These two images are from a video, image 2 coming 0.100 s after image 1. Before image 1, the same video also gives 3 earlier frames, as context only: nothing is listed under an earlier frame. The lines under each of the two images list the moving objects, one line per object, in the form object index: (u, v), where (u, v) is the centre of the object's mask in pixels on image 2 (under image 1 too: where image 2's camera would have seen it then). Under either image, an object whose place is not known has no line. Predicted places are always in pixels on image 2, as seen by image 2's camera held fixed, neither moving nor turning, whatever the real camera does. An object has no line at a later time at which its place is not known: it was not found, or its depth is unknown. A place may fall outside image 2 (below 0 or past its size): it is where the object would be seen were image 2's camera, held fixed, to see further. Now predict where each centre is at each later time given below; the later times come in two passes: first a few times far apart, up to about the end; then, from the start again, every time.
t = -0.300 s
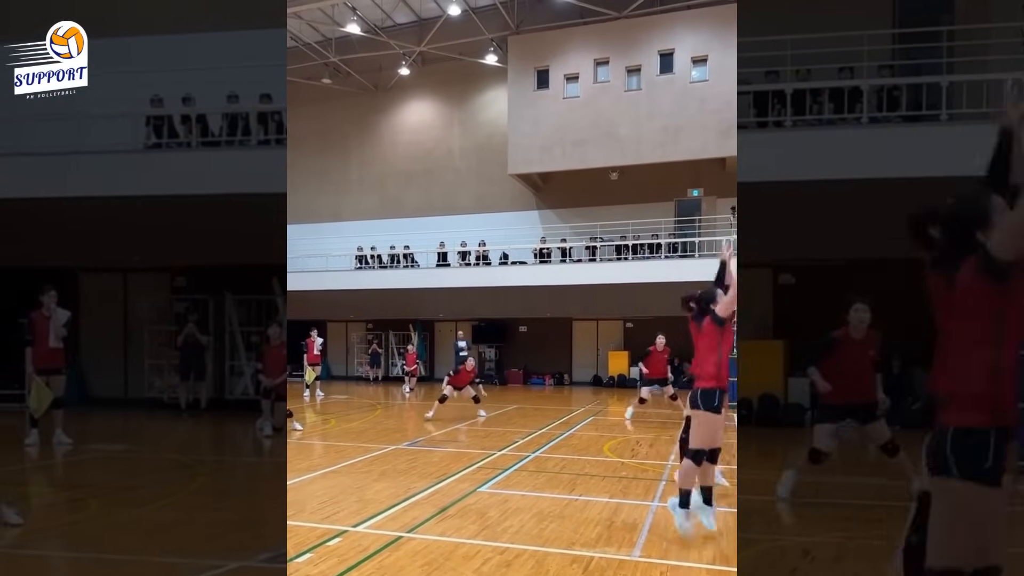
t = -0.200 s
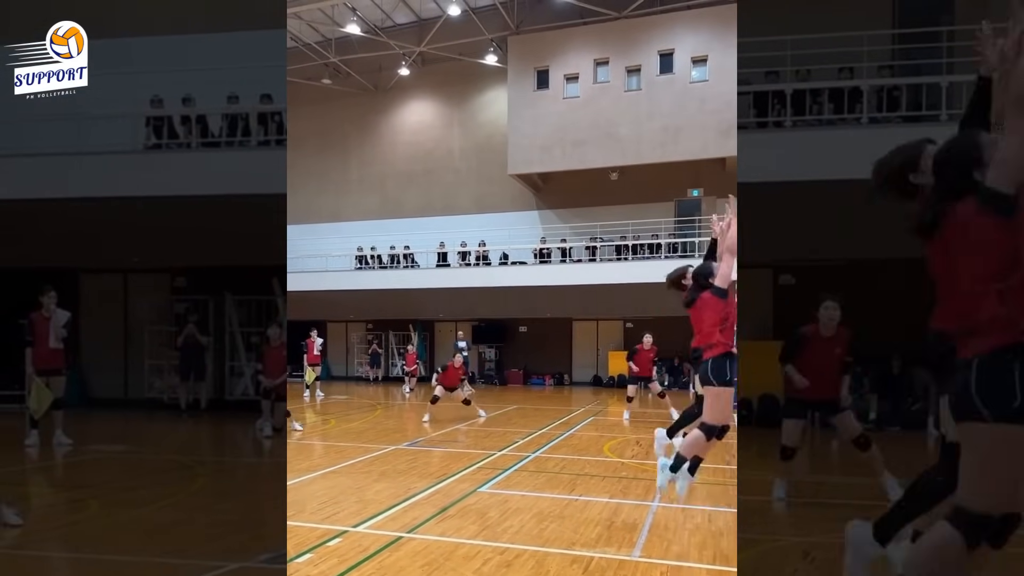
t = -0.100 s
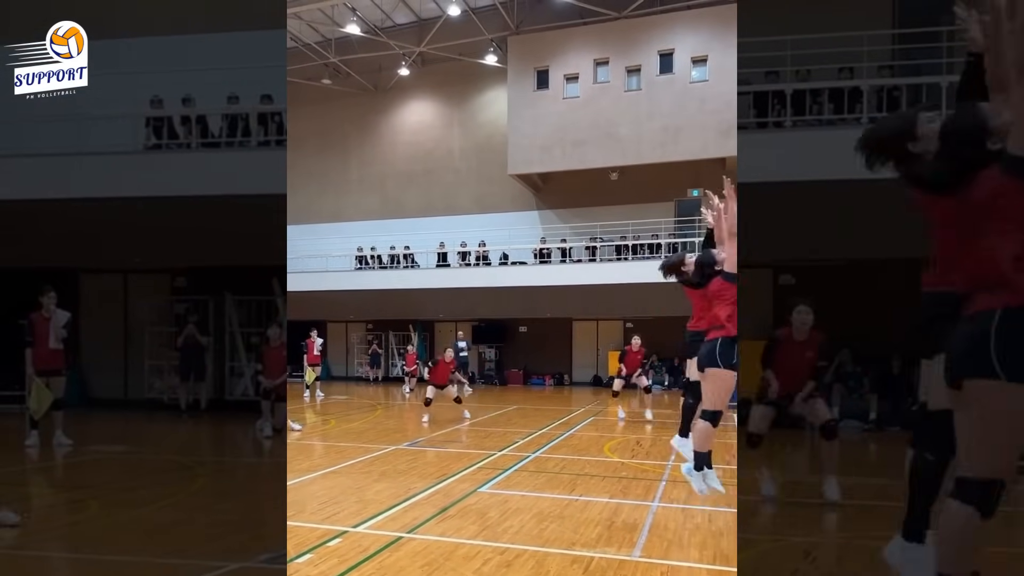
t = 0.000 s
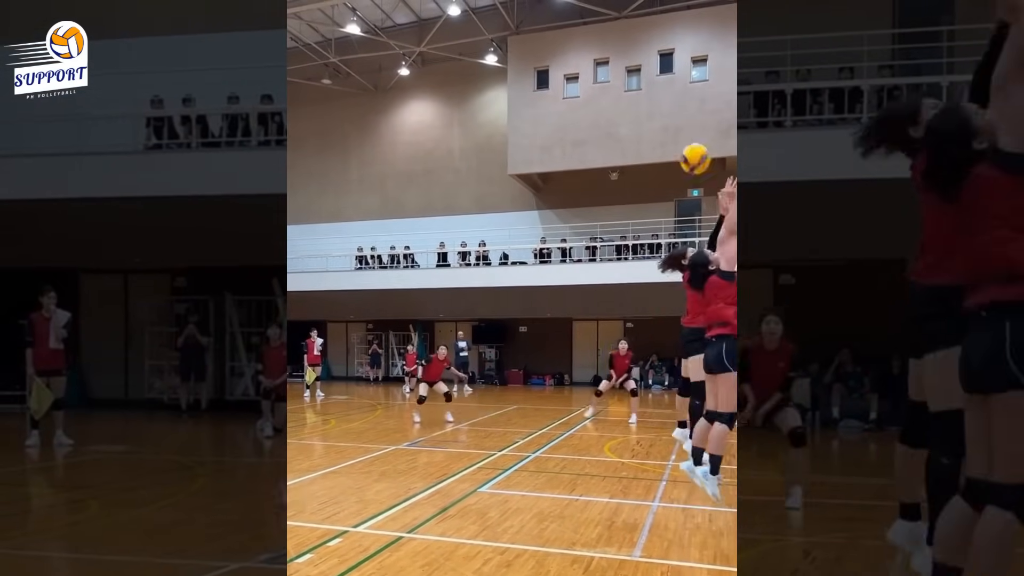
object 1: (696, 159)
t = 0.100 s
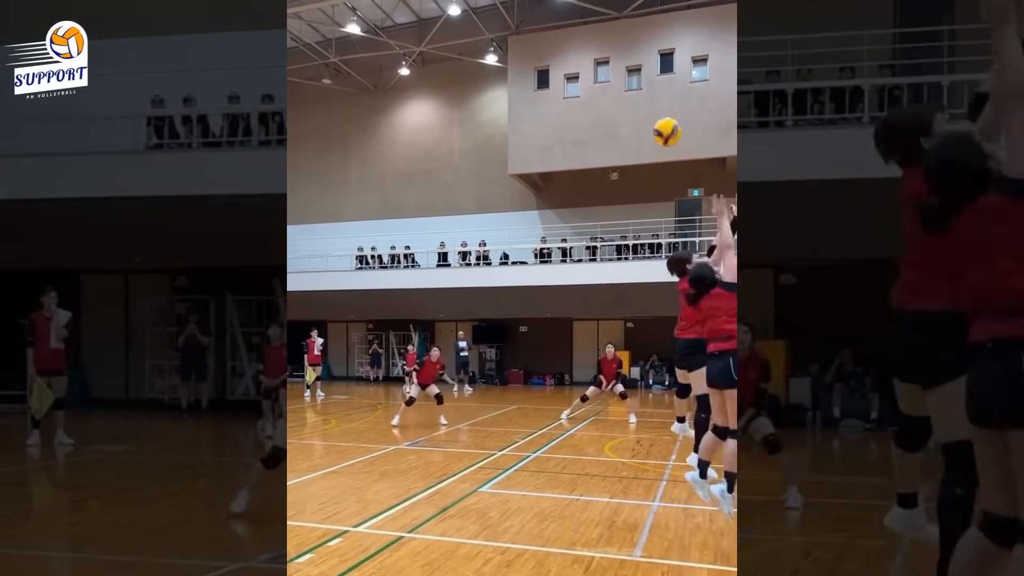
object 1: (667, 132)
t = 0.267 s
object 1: (627, 121)
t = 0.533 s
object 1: (577, 165)
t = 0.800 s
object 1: (541, 259)
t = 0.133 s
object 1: (658, 126)
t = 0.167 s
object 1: (650, 123)
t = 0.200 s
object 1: (642, 121)
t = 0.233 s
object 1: (634, 120)
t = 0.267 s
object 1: (627, 121)
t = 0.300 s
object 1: (619, 123)
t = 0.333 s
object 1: (613, 126)
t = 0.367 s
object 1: (606, 130)
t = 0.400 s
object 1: (600, 135)
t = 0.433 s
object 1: (594, 141)
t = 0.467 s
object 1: (588, 148)
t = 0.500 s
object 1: (582, 156)
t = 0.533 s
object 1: (577, 165)
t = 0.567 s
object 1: (572, 175)
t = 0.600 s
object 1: (567, 185)
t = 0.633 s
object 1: (562, 196)
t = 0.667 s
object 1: (558, 207)
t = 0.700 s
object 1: (553, 220)
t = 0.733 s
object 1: (549, 232)
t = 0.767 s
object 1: (544, 247)
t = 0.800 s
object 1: (541, 259)
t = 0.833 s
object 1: (538, 274)
